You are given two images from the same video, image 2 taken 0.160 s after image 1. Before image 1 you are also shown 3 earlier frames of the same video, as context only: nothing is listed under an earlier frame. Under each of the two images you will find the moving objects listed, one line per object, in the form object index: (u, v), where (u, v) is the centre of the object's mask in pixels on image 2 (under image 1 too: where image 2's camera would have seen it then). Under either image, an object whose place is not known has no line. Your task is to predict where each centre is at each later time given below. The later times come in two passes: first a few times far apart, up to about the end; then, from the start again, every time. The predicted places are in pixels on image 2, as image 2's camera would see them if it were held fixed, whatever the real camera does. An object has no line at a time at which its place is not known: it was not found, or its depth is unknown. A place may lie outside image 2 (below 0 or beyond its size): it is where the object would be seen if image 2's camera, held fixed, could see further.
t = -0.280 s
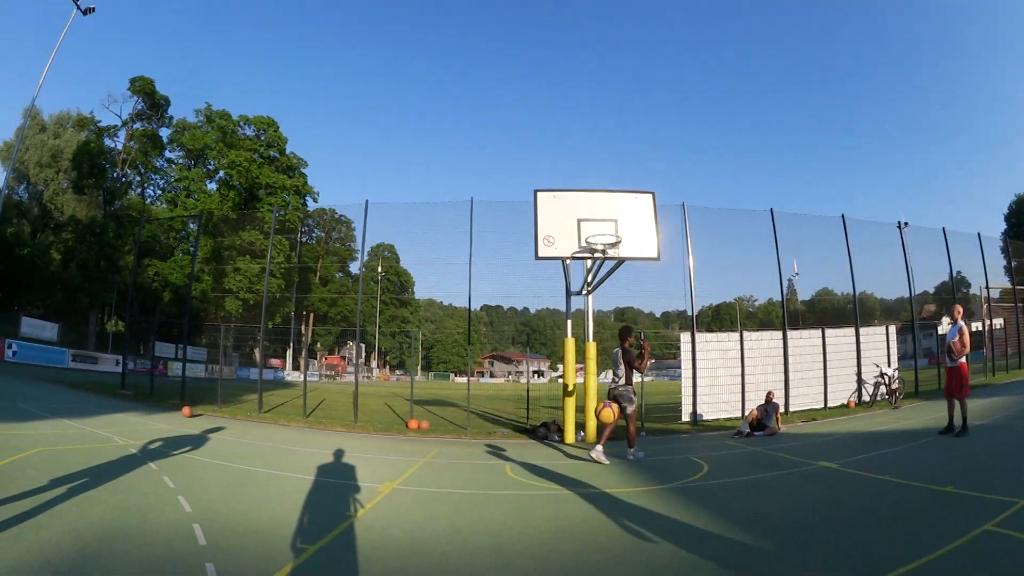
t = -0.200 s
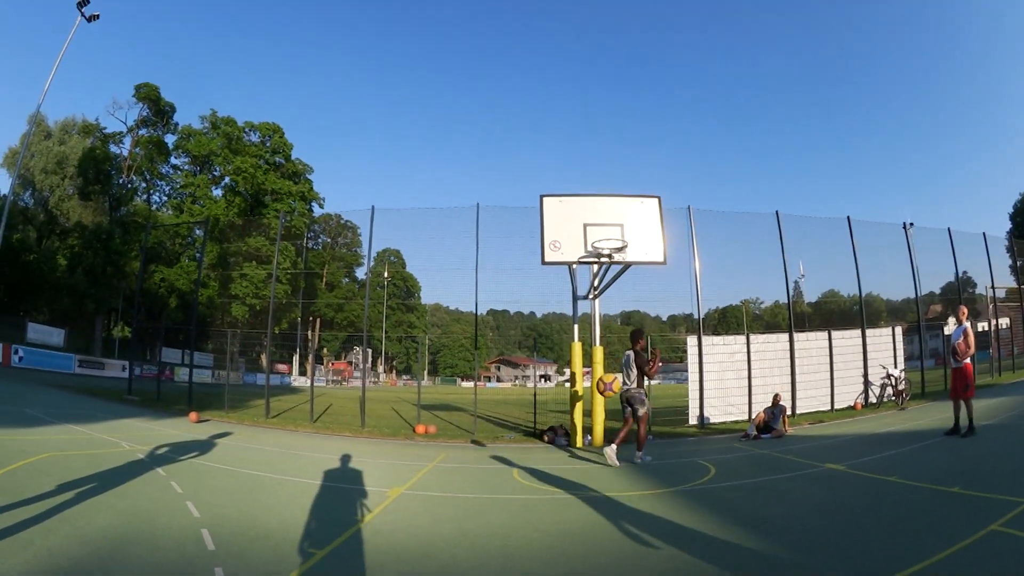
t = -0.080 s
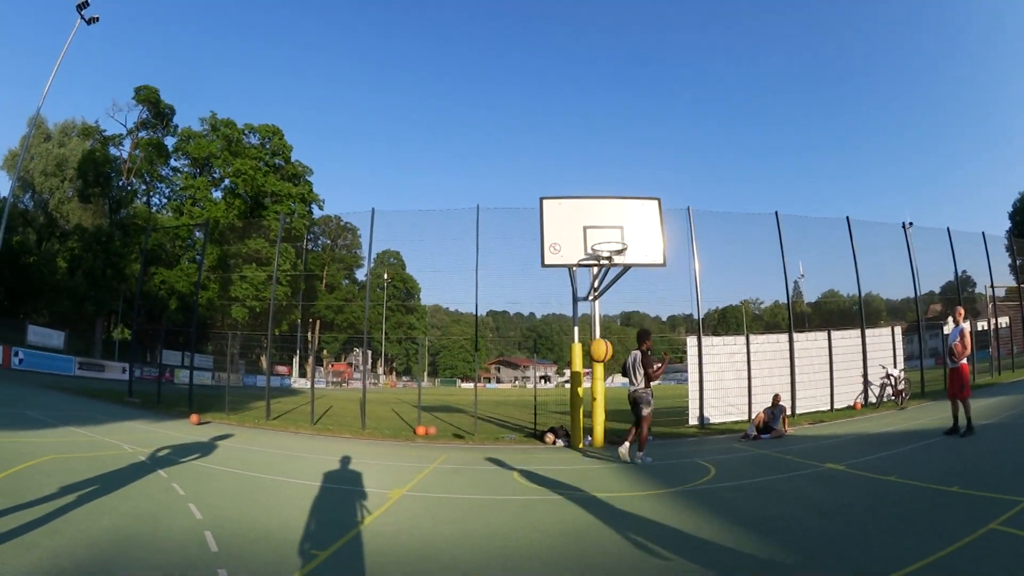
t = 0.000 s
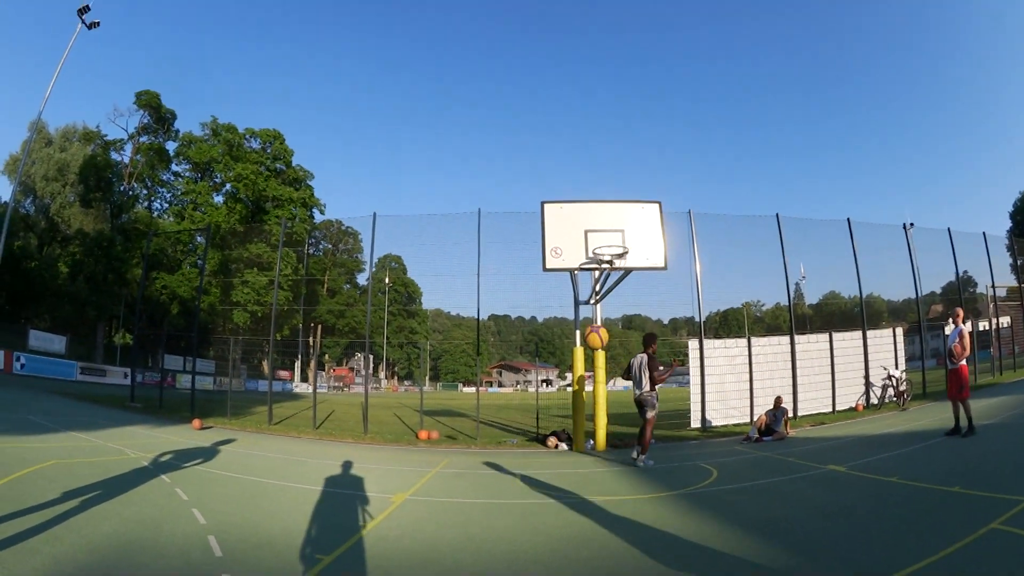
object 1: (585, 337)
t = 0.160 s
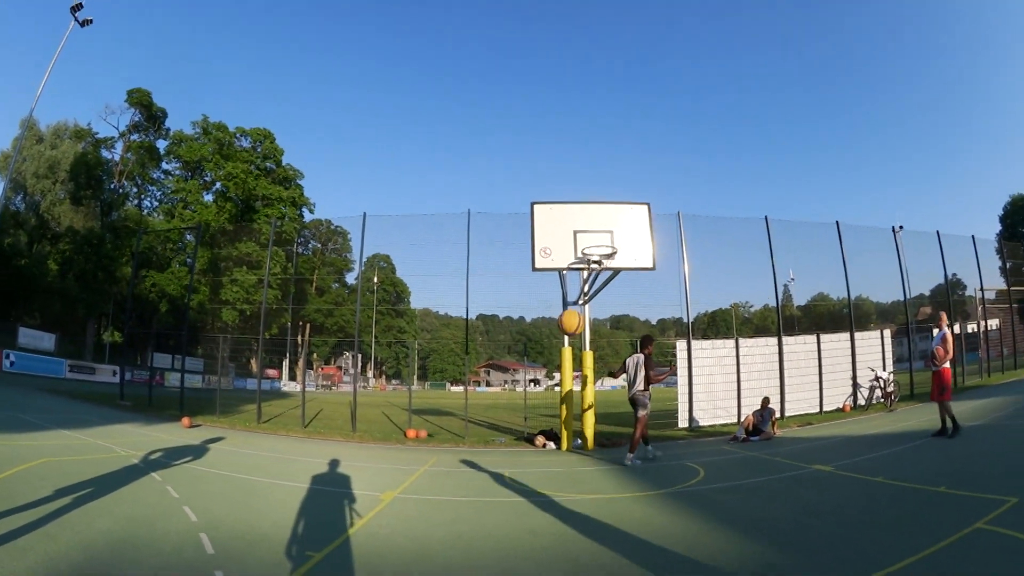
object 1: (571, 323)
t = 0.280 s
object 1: (560, 330)
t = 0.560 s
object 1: (528, 421)
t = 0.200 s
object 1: (567, 323)
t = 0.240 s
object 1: (564, 325)
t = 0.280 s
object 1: (560, 330)
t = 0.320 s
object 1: (556, 335)
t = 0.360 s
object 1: (552, 343)
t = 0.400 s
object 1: (548, 354)
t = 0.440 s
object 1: (543, 367)
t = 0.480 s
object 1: (538, 383)
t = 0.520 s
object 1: (533, 400)
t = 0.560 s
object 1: (528, 421)
